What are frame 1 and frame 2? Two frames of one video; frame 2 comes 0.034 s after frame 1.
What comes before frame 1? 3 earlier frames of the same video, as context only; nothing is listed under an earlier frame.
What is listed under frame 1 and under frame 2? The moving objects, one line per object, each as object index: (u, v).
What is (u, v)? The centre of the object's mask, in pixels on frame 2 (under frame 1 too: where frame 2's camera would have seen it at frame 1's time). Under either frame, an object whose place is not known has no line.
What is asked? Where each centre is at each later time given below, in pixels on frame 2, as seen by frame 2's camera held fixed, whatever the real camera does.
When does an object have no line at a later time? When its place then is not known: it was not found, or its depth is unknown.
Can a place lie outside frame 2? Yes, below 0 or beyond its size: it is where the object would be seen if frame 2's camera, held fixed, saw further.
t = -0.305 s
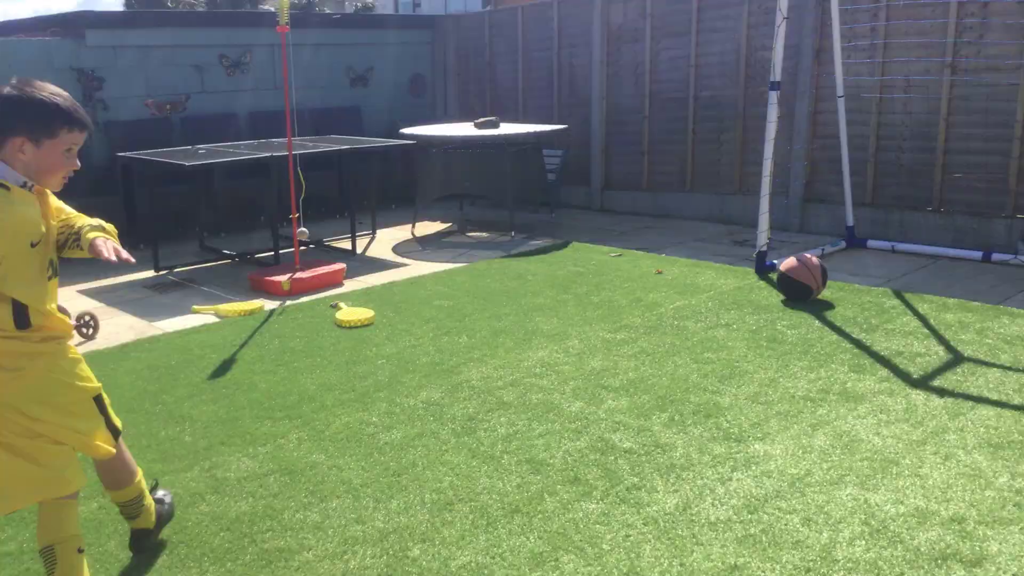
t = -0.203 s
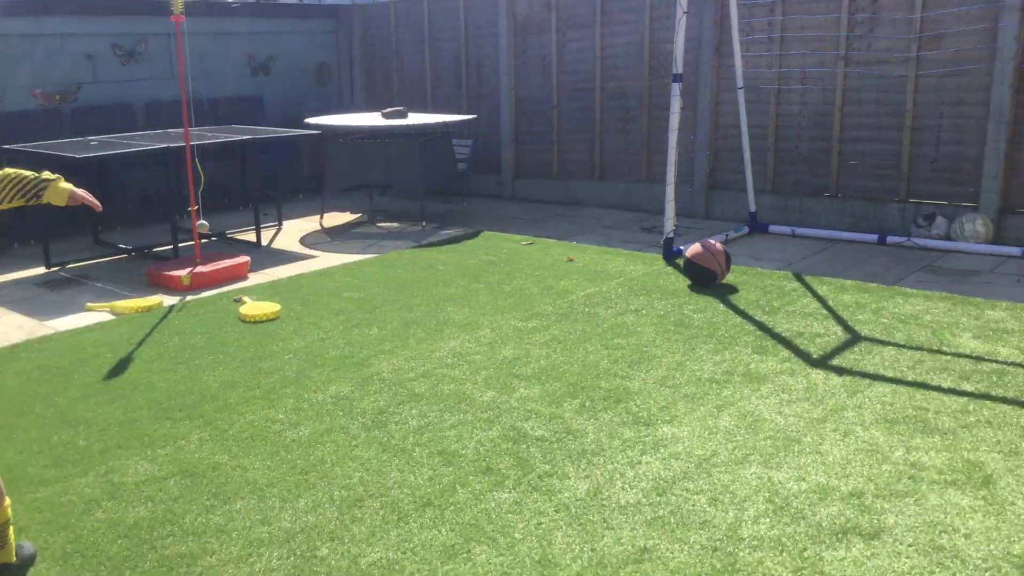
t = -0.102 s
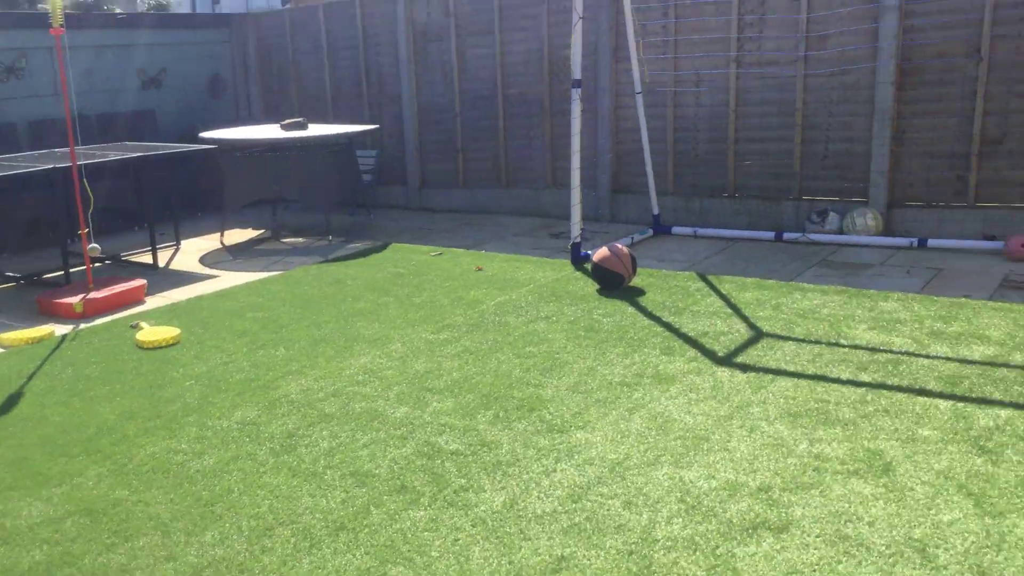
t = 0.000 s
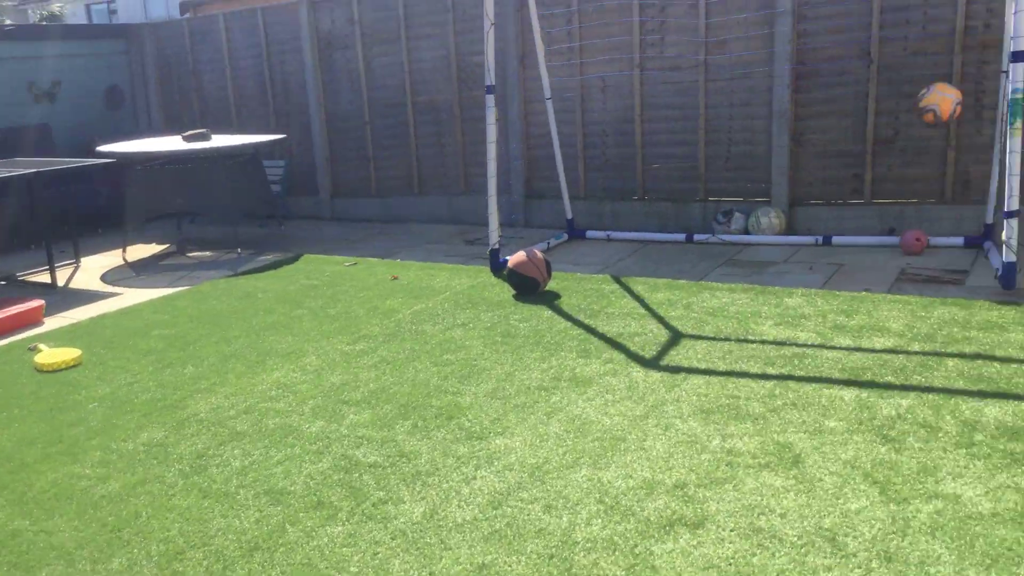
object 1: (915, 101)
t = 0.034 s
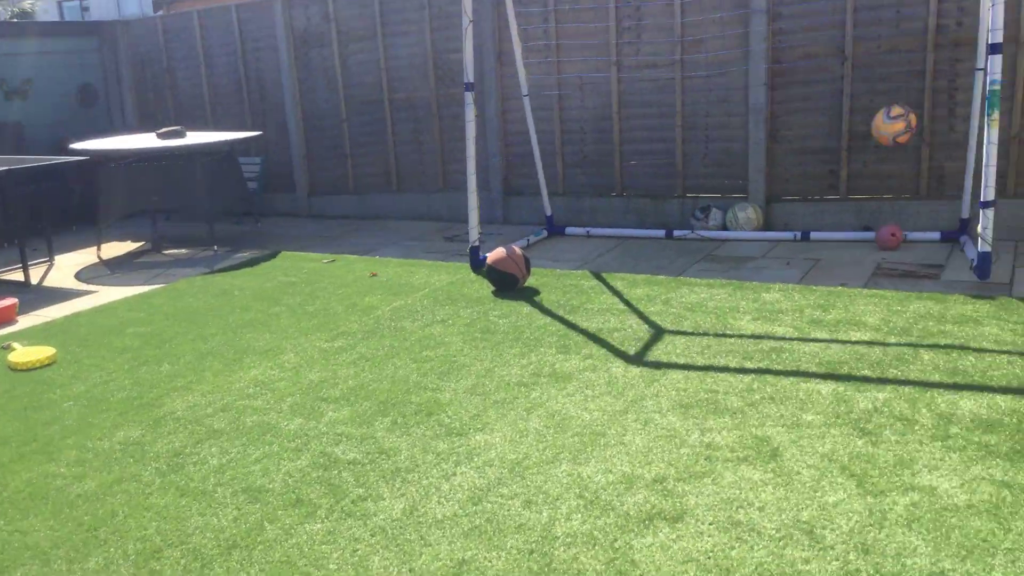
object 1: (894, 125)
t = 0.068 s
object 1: (874, 151)
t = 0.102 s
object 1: (856, 178)
